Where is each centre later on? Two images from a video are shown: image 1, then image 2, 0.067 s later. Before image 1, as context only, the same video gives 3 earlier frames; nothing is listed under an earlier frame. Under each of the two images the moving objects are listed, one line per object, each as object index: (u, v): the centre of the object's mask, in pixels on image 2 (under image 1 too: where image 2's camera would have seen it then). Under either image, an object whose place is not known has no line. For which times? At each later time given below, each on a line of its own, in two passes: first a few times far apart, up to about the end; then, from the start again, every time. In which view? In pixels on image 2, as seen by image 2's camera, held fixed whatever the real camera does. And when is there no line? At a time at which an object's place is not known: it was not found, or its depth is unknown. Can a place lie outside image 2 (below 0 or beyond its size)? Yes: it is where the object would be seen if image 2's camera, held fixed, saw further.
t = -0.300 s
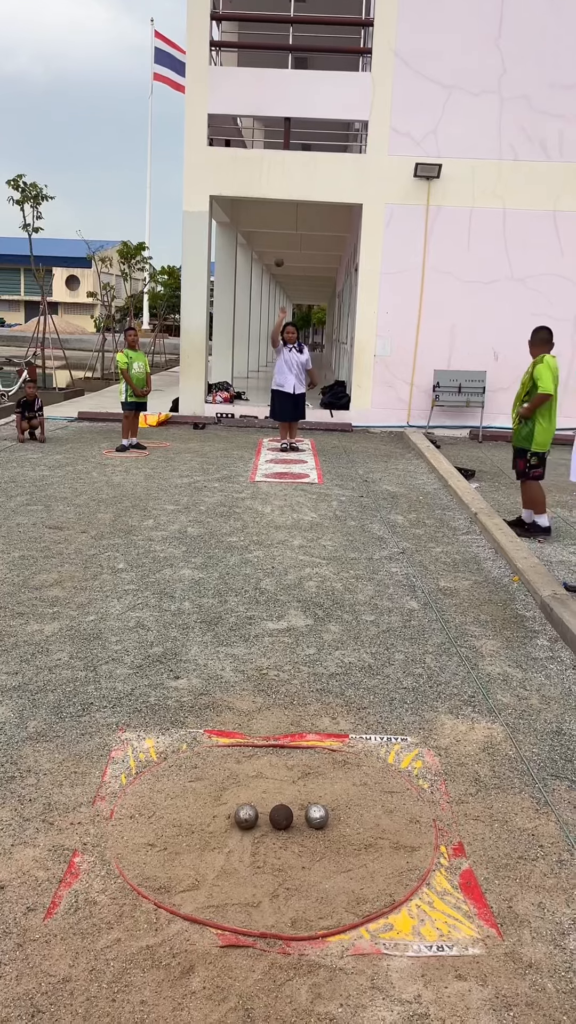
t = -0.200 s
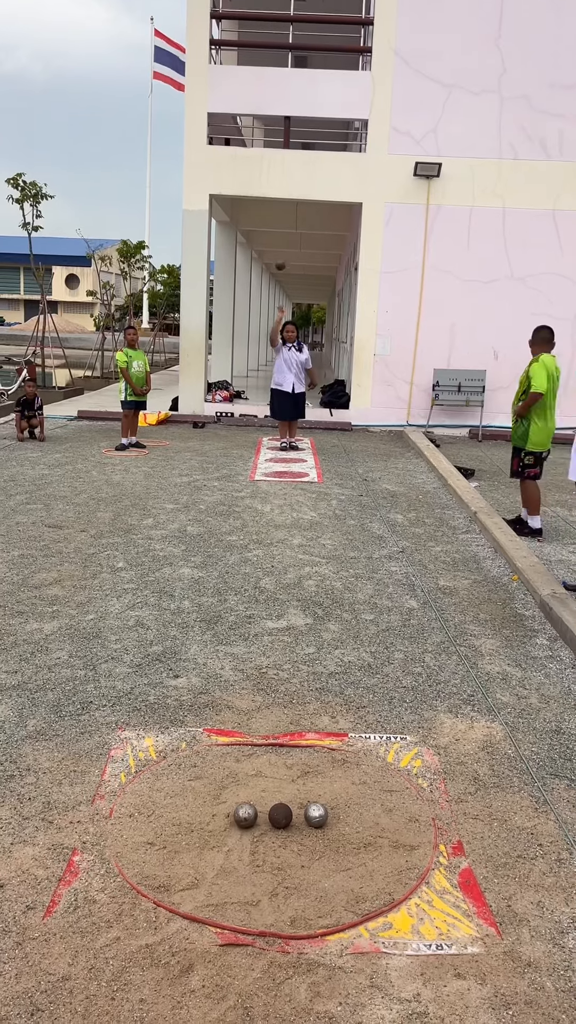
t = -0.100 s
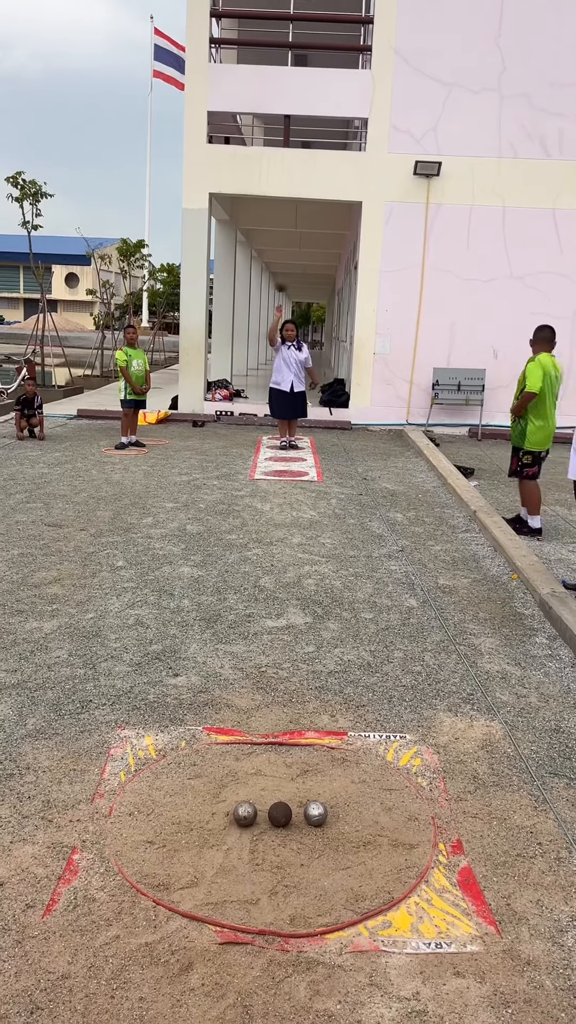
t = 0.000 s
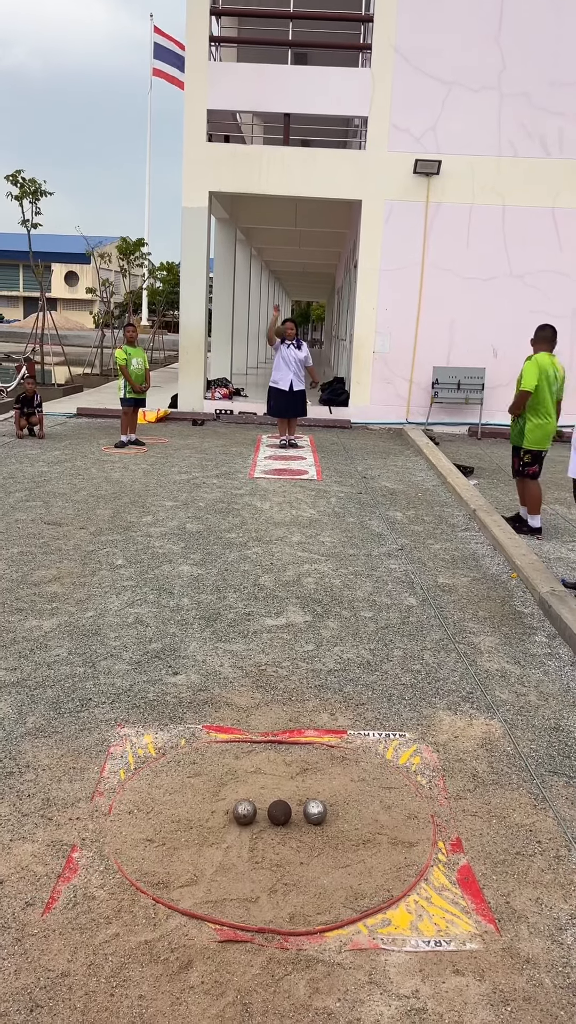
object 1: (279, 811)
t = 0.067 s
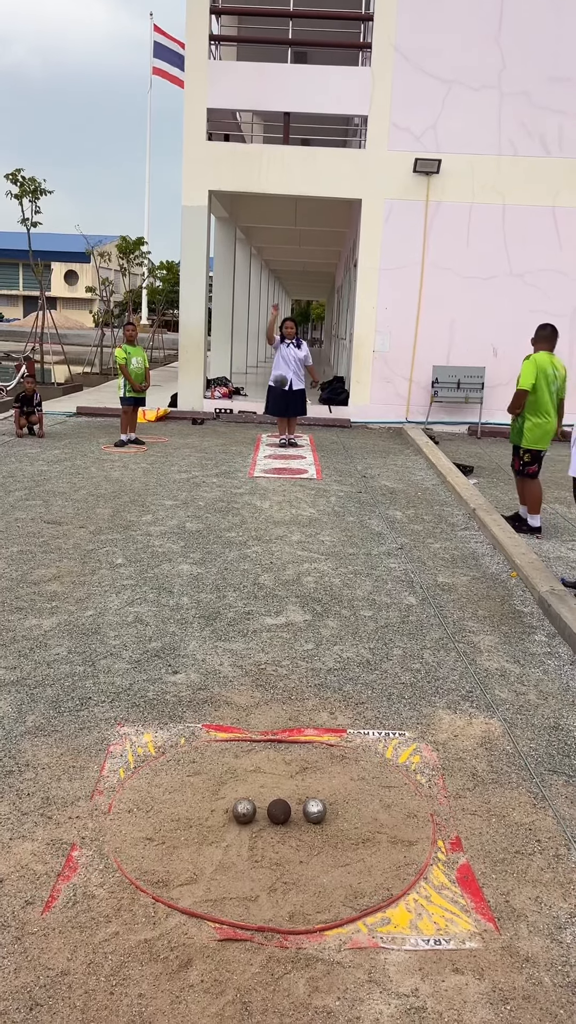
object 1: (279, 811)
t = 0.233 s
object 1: (279, 811)
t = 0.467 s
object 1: (277, 845)
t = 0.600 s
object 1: (271, 895)
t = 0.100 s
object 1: (279, 811)
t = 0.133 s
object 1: (279, 811)
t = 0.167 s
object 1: (279, 811)
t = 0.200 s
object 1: (279, 811)
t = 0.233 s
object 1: (279, 811)
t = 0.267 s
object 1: (279, 811)
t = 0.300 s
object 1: (279, 811)
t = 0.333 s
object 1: (279, 811)
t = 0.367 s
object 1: (279, 812)
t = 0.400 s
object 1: (279, 821)
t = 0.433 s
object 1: (279, 830)
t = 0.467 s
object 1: (277, 845)
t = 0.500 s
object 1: (276, 862)
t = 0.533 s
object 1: (274, 873)
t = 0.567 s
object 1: (272, 886)
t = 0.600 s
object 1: (271, 895)
